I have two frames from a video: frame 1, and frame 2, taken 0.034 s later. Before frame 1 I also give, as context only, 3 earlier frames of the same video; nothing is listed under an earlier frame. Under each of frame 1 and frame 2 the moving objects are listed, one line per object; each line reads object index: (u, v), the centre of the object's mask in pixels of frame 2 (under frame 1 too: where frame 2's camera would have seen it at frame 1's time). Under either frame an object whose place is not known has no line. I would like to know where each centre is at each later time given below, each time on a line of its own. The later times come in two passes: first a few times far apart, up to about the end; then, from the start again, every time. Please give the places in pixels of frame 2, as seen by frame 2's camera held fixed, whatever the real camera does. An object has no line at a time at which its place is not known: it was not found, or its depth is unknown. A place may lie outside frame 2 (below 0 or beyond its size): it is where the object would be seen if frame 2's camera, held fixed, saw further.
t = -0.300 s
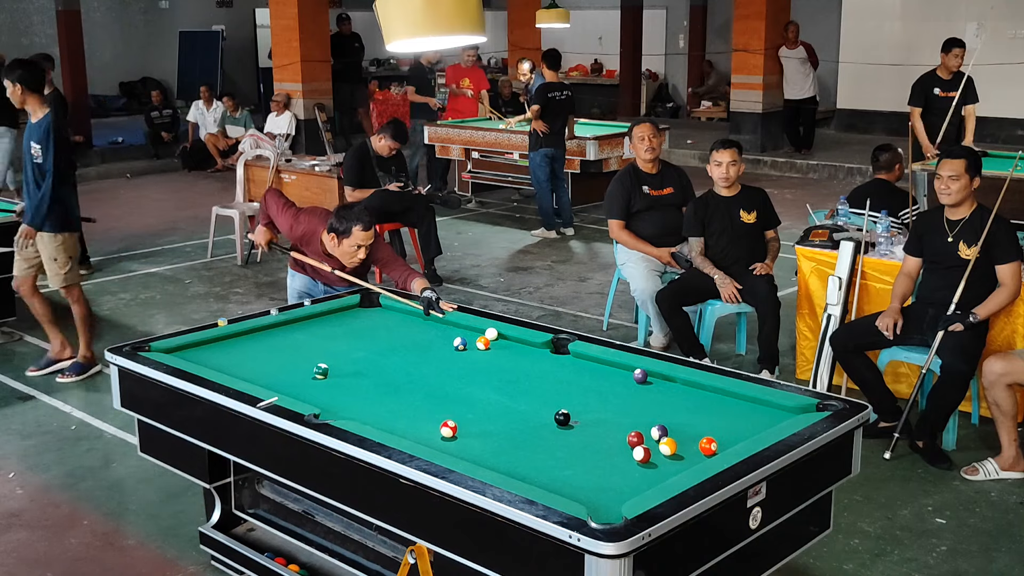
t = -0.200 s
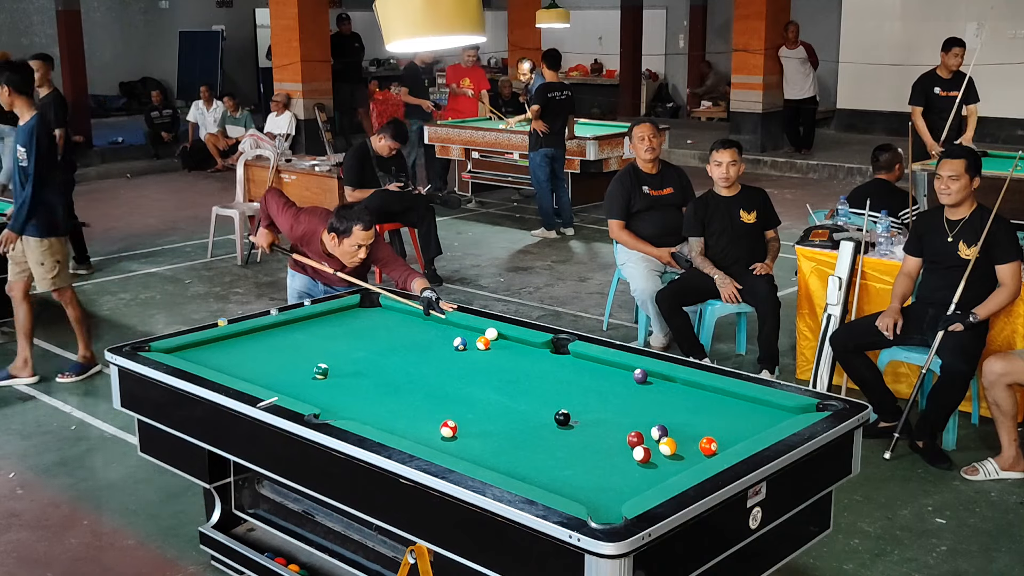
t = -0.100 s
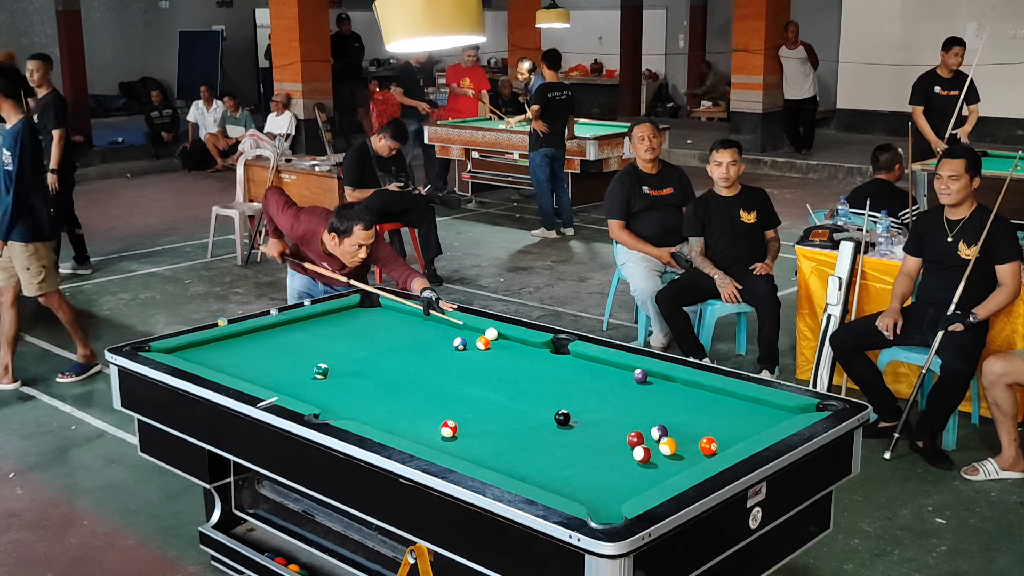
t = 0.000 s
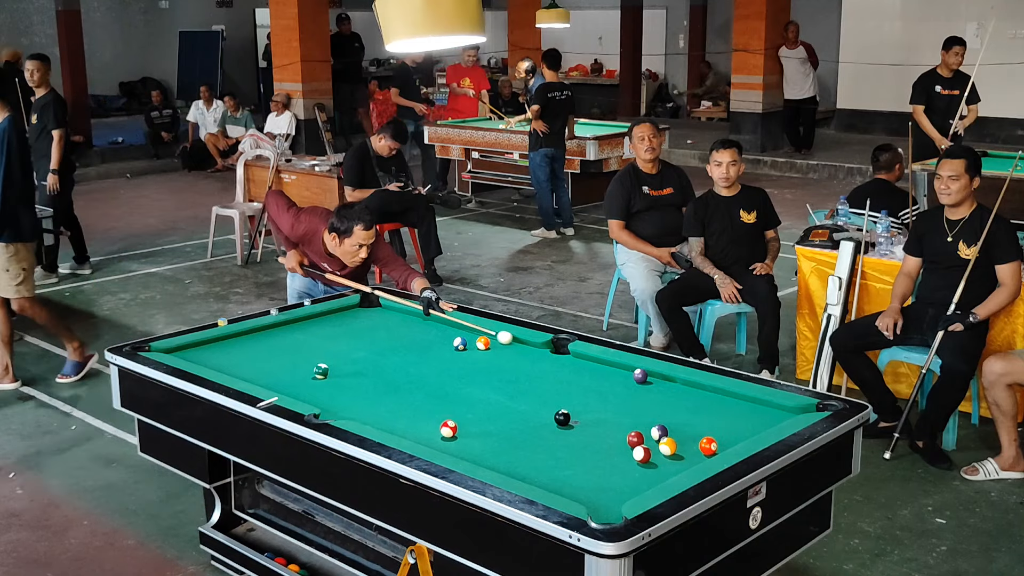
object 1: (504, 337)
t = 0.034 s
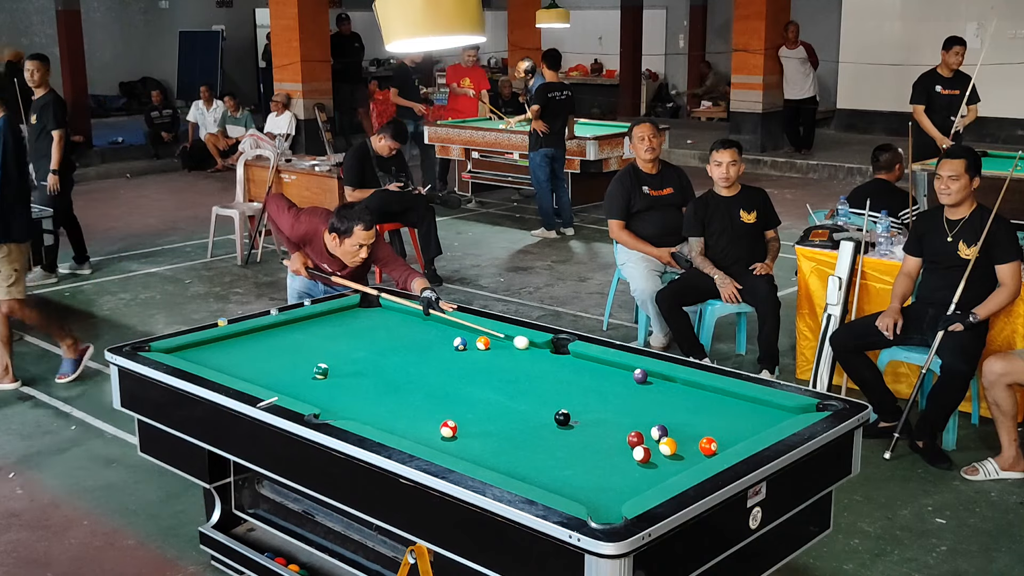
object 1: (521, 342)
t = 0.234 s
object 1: (617, 370)
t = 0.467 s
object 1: (633, 382)
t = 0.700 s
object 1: (652, 395)
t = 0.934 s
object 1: (670, 407)
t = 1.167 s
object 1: (689, 420)
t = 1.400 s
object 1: (708, 431)
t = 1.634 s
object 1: (725, 443)
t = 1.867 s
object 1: (723, 445)
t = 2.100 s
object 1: (721, 444)
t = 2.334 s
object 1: (720, 444)
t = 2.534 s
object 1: (719, 444)
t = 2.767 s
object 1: (719, 444)
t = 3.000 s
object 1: (719, 444)
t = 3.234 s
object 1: (719, 444)
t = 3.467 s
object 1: (719, 444)
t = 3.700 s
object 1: (719, 444)
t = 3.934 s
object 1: (719, 444)
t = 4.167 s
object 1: (719, 444)
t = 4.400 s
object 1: (719, 444)
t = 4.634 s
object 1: (719, 444)
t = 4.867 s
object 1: (719, 444)
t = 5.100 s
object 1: (719, 444)
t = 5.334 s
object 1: (719, 444)
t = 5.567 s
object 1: (719, 444)
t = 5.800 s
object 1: (719, 444)
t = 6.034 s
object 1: (719, 444)
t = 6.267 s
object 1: (719, 444)
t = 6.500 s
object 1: (719, 444)
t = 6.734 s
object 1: (719, 444)
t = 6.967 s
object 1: (719, 444)
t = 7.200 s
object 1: (719, 444)
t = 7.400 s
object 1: (719, 444)
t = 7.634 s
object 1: (719, 444)
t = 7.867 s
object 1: (719, 444)
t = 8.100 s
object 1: (719, 444)
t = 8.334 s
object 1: (719, 444)
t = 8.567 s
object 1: (719, 444)
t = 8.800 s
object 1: (719, 444)
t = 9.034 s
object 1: (719, 444)
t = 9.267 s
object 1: (719, 444)
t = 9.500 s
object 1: (719, 444)
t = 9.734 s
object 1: (719, 444)
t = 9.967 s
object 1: (719, 444)
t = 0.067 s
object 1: (537, 347)
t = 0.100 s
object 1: (553, 352)
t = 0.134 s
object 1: (569, 357)
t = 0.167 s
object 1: (585, 361)
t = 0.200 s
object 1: (601, 366)
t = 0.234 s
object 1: (617, 370)
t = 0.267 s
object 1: (626, 374)
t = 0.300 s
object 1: (625, 375)
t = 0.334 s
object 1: (625, 376)
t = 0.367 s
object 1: (626, 377)
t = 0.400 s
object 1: (628, 379)
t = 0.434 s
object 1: (630, 380)
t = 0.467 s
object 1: (633, 382)
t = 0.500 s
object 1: (636, 384)
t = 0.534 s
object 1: (638, 386)
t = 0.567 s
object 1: (641, 388)
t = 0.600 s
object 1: (644, 389)
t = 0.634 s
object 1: (646, 391)
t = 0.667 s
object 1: (649, 393)
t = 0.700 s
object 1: (652, 395)
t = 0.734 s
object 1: (654, 396)
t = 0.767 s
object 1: (657, 398)
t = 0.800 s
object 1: (660, 400)
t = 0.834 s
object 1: (662, 402)
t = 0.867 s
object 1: (665, 404)
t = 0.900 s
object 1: (668, 406)
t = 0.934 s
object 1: (670, 407)
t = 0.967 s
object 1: (673, 409)
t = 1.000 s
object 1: (676, 411)
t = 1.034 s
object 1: (678, 413)
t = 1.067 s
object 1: (681, 415)
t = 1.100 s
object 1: (684, 416)
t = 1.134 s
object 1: (686, 418)
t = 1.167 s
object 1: (689, 420)
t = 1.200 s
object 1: (692, 422)
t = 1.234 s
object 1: (694, 423)
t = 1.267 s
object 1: (697, 425)
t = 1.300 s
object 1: (700, 427)
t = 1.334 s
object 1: (702, 428)
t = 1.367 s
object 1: (705, 430)
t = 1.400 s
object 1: (708, 431)
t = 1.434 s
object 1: (710, 433)
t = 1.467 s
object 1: (713, 434)
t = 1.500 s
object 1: (717, 436)
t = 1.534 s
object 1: (719, 438)
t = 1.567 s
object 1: (721, 440)
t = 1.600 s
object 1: (723, 442)
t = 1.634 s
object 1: (725, 443)
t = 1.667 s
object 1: (727, 444)
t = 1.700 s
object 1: (729, 445)
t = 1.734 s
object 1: (726, 445)
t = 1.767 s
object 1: (724, 445)
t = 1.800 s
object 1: (724, 445)
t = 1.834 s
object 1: (724, 445)
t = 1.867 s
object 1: (723, 445)
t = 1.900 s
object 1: (723, 445)
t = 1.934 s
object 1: (723, 445)
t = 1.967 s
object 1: (722, 445)
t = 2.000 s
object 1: (722, 445)
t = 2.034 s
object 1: (722, 444)
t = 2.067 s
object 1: (721, 445)
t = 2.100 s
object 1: (721, 444)
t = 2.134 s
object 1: (721, 444)
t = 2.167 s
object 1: (721, 444)
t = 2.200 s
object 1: (720, 444)
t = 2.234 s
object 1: (720, 444)
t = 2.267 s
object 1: (720, 444)
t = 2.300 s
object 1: (720, 444)
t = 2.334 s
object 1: (720, 444)
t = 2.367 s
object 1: (720, 444)
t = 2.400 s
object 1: (719, 444)
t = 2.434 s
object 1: (719, 444)
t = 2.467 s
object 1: (719, 444)
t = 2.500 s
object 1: (719, 444)
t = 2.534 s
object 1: (719, 444)
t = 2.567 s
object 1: (719, 444)
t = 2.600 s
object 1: (719, 444)
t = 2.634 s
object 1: (719, 444)
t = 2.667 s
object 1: (719, 444)
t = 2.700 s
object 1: (719, 444)
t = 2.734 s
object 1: (719, 444)
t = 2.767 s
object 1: (719, 444)
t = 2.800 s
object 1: (719, 444)
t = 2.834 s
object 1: (719, 444)
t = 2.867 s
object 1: (719, 444)
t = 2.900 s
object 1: (719, 444)
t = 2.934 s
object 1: (719, 444)
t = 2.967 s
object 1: (719, 444)
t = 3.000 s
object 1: (719, 444)
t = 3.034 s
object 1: (719, 444)
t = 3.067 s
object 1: (719, 444)
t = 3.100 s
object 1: (719, 444)
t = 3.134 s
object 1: (719, 444)
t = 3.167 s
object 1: (719, 444)
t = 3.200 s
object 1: (719, 444)
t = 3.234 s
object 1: (719, 444)
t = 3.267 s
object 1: (719, 444)
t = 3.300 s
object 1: (719, 444)
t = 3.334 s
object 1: (719, 444)
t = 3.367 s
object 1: (719, 444)
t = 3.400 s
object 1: (719, 444)
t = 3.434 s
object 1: (719, 444)
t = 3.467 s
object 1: (719, 444)
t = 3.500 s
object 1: (719, 444)
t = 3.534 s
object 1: (719, 444)
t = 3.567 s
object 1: (719, 444)
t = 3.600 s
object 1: (719, 444)
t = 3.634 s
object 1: (719, 444)
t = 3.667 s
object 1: (719, 444)
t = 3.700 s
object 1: (719, 444)
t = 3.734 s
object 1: (719, 444)
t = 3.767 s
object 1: (719, 444)
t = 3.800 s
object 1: (719, 444)
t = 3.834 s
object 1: (719, 444)
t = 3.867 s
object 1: (719, 444)
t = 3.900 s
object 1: (719, 444)
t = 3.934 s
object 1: (719, 444)
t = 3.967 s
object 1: (719, 444)
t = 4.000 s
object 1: (719, 444)
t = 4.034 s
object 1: (719, 444)
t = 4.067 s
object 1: (719, 444)
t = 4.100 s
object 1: (719, 444)
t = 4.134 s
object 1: (719, 444)
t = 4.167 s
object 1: (719, 444)
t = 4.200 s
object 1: (719, 444)
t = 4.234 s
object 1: (719, 444)
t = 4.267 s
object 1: (719, 444)
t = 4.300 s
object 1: (719, 444)
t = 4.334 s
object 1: (719, 444)
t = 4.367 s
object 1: (719, 444)
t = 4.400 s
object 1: (719, 444)
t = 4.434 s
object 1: (719, 444)
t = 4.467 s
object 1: (719, 444)
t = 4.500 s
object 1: (719, 444)
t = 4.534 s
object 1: (719, 444)
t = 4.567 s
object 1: (719, 444)
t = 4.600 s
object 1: (719, 444)
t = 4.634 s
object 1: (719, 444)
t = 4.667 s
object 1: (719, 444)
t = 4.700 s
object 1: (719, 444)
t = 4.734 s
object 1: (719, 444)
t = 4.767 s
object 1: (719, 444)
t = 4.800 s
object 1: (719, 444)
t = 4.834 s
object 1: (719, 444)
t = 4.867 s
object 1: (719, 444)
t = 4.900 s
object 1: (719, 444)
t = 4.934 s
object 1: (719, 444)
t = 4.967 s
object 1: (719, 444)
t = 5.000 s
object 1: (719, 444)
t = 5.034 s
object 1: (719, 444)
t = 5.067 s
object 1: (719, 444)
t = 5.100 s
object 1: (719, 444)
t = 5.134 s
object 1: (719, 444)
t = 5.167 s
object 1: (719, 444)
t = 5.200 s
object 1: (719, 444)
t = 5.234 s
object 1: (719, 444)
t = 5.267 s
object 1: (719, 444)
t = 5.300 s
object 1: (719, 444)
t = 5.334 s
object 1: (719, 444)
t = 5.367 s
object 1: (719, 444)
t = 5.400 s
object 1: (719, 444)
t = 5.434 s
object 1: (719, 444)
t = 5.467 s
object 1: (719, 444)
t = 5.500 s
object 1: (719, 444)
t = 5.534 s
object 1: (719, 444)
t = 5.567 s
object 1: (719, 444)
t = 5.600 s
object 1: (719, 444)
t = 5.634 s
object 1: (719, 444)
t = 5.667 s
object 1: (719, 444)
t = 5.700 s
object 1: (719, 444)
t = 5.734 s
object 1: (719, 444)
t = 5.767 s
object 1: (719, 444)
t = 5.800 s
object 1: (719, 444)
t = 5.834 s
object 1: (719, 444)
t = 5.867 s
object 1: (719, 444)
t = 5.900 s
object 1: (719, 444)
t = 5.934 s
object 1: (719, 444)
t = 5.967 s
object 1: (719, 444)
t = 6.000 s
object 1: (719, 444)
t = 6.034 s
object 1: (719, 444)
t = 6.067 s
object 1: (719, 444)
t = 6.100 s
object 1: (719, 444)
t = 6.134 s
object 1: (719, 444)
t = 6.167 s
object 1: (719, 444)
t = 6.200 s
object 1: (719, 444)
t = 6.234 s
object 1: (719, 444)
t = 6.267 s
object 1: (719, 444)
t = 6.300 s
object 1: (719, 444)
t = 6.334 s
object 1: (719, 444)
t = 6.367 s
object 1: (719, 444)
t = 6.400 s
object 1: (719, 444)
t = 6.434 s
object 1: (719, 444)
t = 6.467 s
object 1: (719, 444)
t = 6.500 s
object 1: (719, 444)
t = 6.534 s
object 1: (719, 444)
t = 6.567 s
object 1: (719, 444)
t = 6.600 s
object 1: (719, 444)
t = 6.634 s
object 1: (719, 444)
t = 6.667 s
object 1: (719, 444)
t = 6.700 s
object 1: (719, 444)
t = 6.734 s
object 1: (719, 444)
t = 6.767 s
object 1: (719, 444)
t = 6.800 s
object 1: (719, 444)
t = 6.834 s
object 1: (719, 444)
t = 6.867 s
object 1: (719, 444)
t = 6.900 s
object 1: (719, 444)
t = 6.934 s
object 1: (719, 444)
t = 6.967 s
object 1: (719, 444)
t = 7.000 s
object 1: (719, 444)
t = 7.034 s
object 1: (719, 444)
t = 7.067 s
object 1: (719, 444)
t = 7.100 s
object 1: (719, 444)
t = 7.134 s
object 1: (719, 444)
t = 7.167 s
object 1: (719, 444)
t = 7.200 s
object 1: (719, 444)
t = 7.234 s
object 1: (719, 444)
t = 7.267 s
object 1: (719, 444)
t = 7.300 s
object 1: (719, 444)
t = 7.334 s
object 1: (719, 444)
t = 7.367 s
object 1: (719, 444)
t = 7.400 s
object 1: (719, 444)
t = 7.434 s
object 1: (719, 444)
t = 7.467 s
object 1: (719, 444)
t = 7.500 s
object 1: (719, 444)
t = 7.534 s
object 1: (719, 444)
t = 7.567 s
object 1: (719, 444)
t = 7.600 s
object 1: (719, 444)
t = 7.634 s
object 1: (719, 444)
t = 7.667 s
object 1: (719, 444)
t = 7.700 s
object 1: (719, 444)
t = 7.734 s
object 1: (719, 444)
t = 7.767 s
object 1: (719, 444)
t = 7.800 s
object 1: (719, 444)
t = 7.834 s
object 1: (719, 444)
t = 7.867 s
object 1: (719, 444)
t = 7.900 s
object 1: (719, 444)
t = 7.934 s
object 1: (719, 444)
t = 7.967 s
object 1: (719, 444)
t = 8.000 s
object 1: (719, 444)
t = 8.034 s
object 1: (719, 444)
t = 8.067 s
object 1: (719, 444)
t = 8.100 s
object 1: (719, 444)
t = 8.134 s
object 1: (719, 444)
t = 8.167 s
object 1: (719, 444)
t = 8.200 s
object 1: (719, 444)
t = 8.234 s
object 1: (719, 444)
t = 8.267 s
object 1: (719, 444)
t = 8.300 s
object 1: (719, 444)
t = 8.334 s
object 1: (719, 444)
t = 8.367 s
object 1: (719, 444)
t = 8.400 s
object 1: (719, 444)
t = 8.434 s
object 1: (719, 444)
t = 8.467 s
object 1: (719, 444)
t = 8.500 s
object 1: (719, 444)
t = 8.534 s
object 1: (719, 444)
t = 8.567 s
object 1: (719, 444)
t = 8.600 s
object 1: (719, 444)
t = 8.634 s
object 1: (719, 444)
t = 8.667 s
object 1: (719, 444)
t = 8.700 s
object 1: (719, 444)
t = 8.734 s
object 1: (719, 444)
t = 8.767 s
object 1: (719, 444)
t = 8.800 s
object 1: (719, 444)
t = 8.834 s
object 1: (719, 444)
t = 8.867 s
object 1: (719, 444)
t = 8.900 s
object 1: (719, 444)
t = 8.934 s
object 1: (719, 444)
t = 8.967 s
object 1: (719, 444)
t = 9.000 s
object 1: (719, 444)
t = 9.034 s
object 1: (719, 444)
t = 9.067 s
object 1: (719, 444)
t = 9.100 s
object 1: (719, 444)
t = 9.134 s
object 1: (719, 444)
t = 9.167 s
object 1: (719, 444)
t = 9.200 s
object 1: (719, 444)
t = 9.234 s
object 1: (719, 444)
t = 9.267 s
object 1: (719, 444)
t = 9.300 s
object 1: (719, 444)
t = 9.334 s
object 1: (719, 444)
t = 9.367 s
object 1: (719, 444)
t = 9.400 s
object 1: (719, 444)
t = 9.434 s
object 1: (719, 444)
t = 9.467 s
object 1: (719, 444)
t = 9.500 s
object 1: (719, 444)
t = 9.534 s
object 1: (719, 444)
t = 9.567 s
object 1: (719, 444)
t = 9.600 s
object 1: (719, 444)
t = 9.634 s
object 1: (719, 444)
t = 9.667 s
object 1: (719, 444)
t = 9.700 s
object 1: (719, 444)
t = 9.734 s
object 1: (719, 444)
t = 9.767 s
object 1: (719, 444)
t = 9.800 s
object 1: (719, 444)
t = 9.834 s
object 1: (719, 444)
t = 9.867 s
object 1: (719, 444)
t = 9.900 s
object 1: (719, 444)
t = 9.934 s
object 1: (719, 444)
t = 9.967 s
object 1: (719, 444)
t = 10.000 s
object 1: (719, 444)
